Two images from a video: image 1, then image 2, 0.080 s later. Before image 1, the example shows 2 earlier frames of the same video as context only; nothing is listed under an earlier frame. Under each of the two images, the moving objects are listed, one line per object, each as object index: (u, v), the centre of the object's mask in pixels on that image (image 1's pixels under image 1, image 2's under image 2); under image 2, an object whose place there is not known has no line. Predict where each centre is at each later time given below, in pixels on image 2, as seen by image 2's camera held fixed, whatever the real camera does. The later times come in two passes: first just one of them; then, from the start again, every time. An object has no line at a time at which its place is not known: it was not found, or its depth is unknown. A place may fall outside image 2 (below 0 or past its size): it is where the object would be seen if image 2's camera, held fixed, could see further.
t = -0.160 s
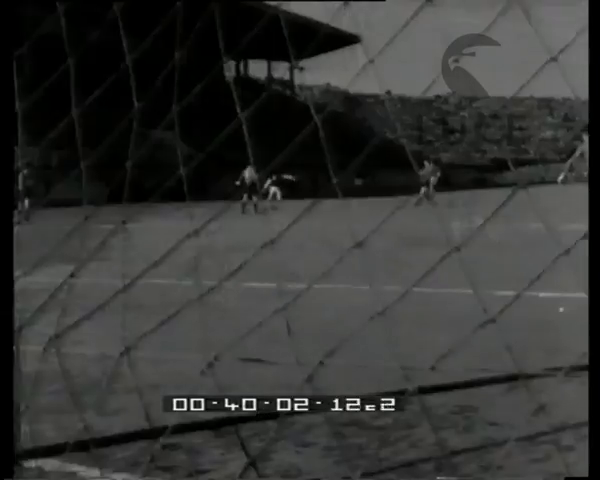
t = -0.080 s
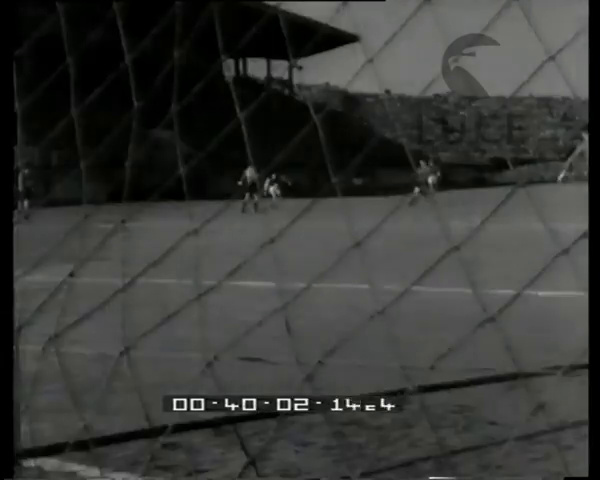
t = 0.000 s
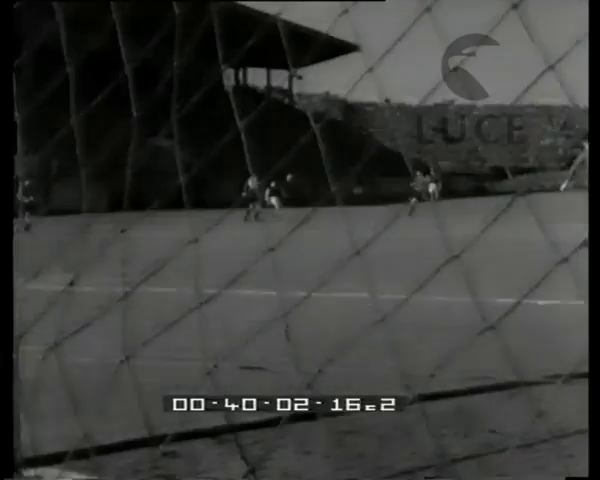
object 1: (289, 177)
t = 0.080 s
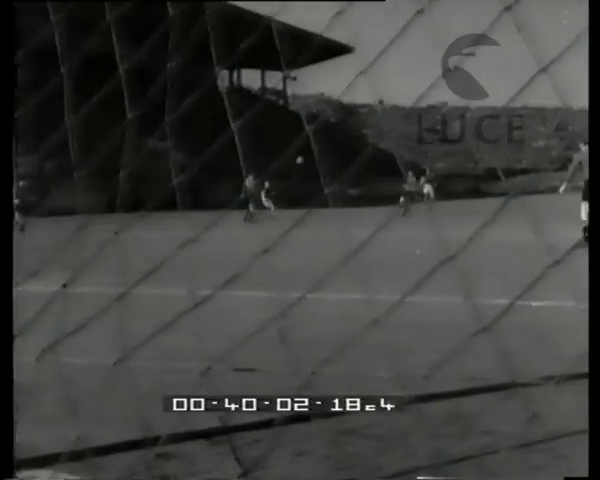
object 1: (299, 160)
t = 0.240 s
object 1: (338, 121)
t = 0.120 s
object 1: (308, 151)
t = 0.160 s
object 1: (318, 142)
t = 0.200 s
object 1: (328, 132)
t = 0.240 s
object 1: (338, 121)
